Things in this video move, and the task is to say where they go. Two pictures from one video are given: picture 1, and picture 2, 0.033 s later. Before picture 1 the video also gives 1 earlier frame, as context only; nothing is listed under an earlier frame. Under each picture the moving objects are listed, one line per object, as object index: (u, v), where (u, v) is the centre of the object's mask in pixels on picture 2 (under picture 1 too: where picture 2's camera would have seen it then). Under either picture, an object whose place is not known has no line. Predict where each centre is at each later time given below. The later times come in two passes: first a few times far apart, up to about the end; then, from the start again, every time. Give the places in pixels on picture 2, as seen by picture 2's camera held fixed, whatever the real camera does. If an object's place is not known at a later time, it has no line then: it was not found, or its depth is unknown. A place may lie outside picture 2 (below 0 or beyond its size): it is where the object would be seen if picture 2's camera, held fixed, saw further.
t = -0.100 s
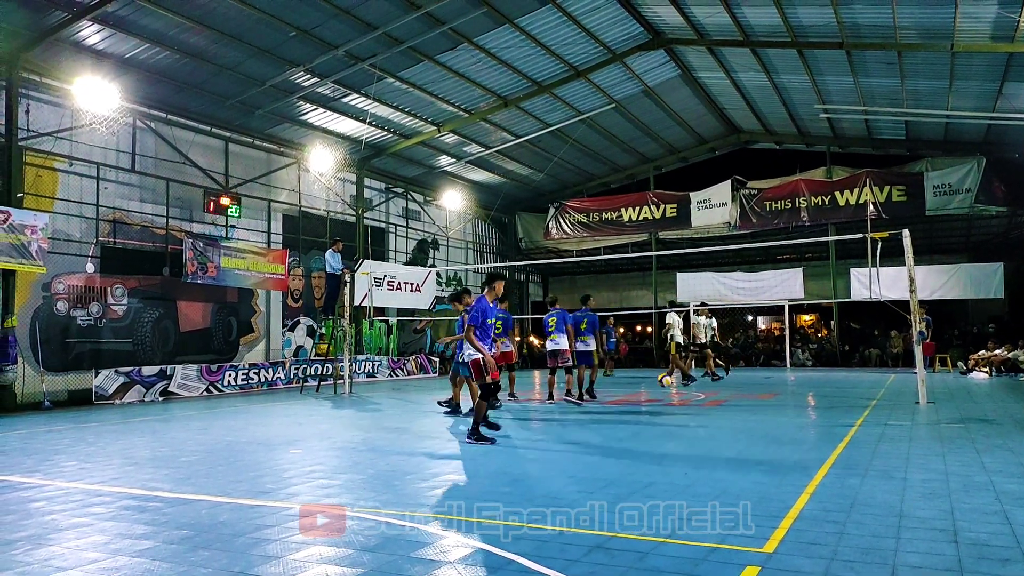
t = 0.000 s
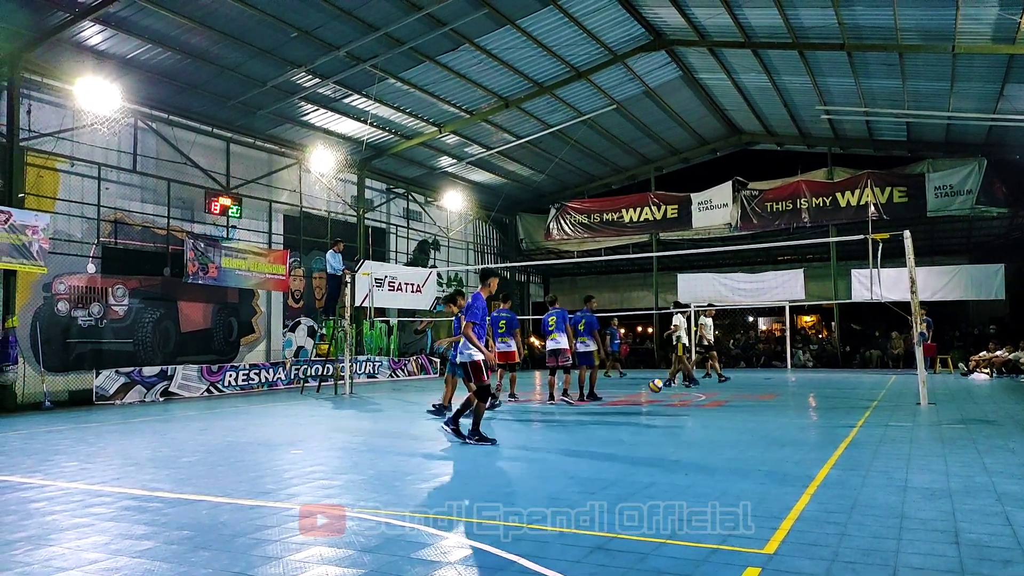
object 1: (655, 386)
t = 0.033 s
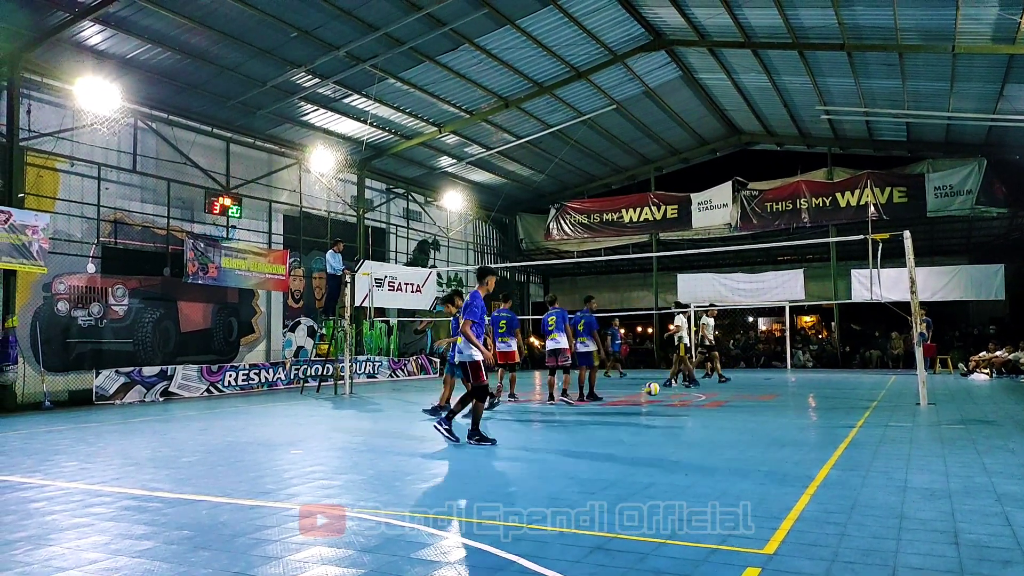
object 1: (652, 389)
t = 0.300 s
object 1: (623, 391)
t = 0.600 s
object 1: (584, 408)
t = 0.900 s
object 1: (535, 419)
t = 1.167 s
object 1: (480, 433)
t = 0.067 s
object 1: (648, 393)
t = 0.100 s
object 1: (645, 398)
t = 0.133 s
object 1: (642, 400)
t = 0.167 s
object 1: (639, 397)
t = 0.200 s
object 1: (634, 395)
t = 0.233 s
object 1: (630, 393)
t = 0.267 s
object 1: (627, 391)
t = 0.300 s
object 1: (623, 391)
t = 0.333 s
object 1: (619, 392)
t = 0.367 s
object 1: (615, 393)
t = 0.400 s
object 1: (611, 395)
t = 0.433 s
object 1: (607, 398)
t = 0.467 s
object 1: (603, 403)
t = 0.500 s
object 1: (598, 408)
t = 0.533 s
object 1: (594, 410)
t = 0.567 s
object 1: (589, 409)
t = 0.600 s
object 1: (584, 408)
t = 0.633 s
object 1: (579, 408)
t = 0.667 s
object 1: (574, 409)
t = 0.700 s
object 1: (568, 411)
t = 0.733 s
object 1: (564, 413)
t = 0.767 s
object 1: (558, 418)
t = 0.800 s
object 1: (552, 418)
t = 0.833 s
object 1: (547, 418)
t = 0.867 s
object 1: (541, 418)
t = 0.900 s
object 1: (535, 419)
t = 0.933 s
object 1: (529, 421)
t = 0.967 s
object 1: (523, 425)
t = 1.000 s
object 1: (515, 427)
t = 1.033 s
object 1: (509, 427)
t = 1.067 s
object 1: (502, 428)
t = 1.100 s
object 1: (494, 431)
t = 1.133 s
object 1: (487, 433)
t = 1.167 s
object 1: (480, 433)
